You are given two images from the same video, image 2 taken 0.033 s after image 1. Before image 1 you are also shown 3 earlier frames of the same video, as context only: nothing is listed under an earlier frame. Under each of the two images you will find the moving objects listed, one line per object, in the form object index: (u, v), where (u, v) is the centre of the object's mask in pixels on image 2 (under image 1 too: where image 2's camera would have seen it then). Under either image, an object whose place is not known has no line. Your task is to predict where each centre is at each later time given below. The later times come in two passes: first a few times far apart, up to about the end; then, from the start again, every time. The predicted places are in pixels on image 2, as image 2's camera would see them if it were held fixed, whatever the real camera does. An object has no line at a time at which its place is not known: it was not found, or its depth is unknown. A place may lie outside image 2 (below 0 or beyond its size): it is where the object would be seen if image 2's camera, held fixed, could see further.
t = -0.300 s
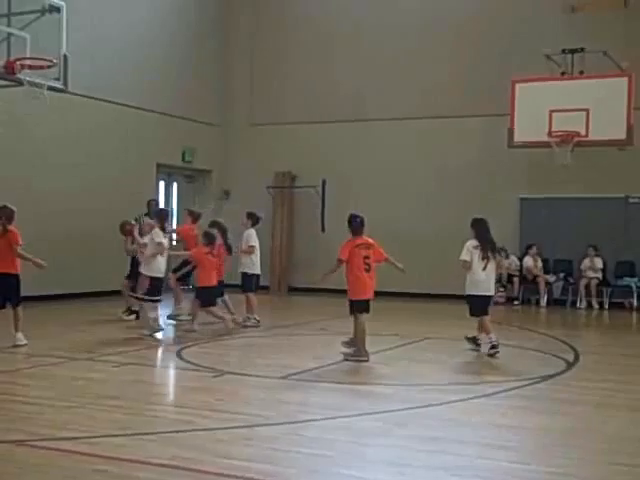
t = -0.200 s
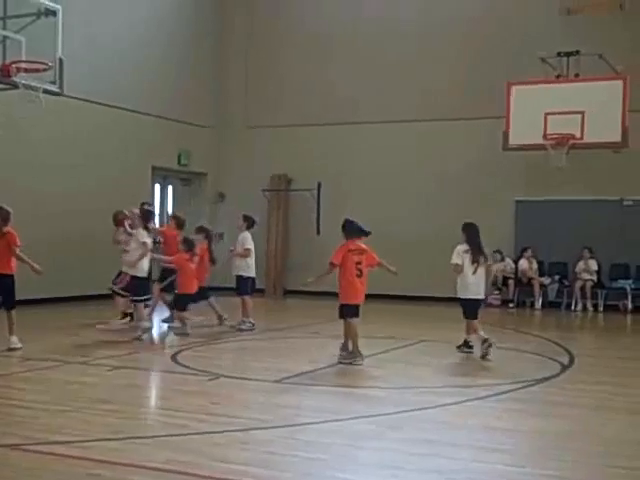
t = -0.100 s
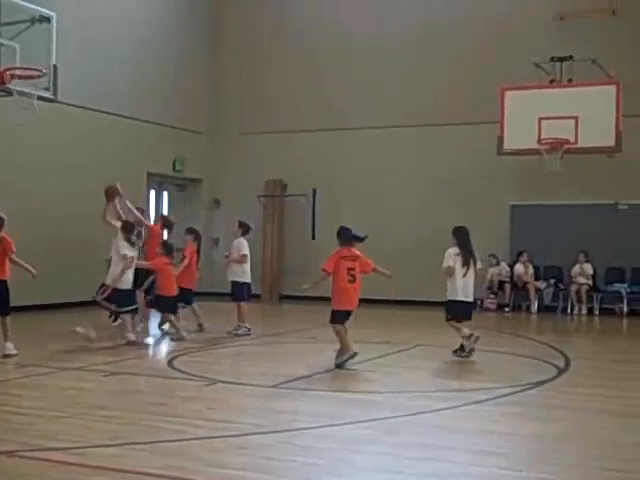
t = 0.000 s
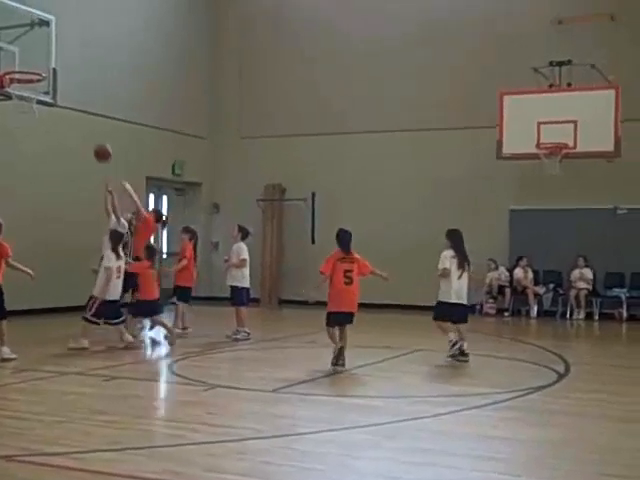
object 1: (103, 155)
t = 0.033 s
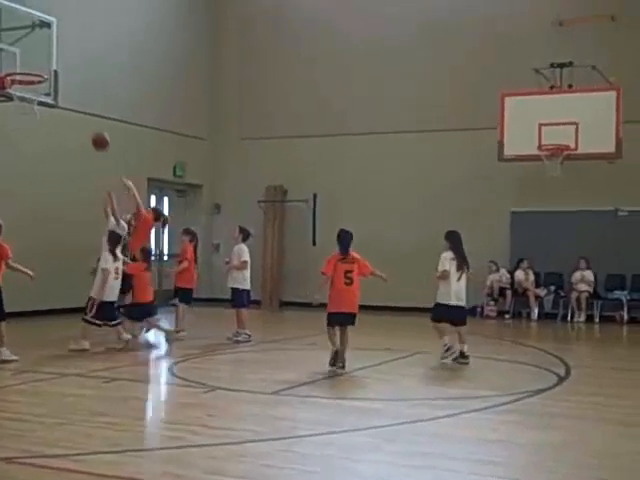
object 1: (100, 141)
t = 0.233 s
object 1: (79, 78)
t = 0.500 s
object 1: (45, 41)
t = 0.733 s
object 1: (17, 53)
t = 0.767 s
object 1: (12, 60)
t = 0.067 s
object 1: (97, 128)
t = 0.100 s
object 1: (92, 117)
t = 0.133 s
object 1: (89, 107)
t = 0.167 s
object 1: (86, 96)
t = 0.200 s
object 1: (82, 87)
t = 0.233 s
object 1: (79, 78)
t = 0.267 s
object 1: (75, 70)
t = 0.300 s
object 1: (71, 64)
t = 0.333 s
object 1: (68, 58)
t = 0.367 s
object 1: (63, 53)
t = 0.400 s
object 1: (58, 50)
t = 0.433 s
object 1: (54, 45)
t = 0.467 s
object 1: (51, 41)
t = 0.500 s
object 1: (45, 41)
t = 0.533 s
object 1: (42, 39)
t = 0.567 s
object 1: (38, 40)
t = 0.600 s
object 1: (32, 43)
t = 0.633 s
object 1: (30, 42)
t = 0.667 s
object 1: (25, 44)
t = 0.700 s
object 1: (20, 49)
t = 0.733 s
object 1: (17, 53)
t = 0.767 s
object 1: (12, 60)
